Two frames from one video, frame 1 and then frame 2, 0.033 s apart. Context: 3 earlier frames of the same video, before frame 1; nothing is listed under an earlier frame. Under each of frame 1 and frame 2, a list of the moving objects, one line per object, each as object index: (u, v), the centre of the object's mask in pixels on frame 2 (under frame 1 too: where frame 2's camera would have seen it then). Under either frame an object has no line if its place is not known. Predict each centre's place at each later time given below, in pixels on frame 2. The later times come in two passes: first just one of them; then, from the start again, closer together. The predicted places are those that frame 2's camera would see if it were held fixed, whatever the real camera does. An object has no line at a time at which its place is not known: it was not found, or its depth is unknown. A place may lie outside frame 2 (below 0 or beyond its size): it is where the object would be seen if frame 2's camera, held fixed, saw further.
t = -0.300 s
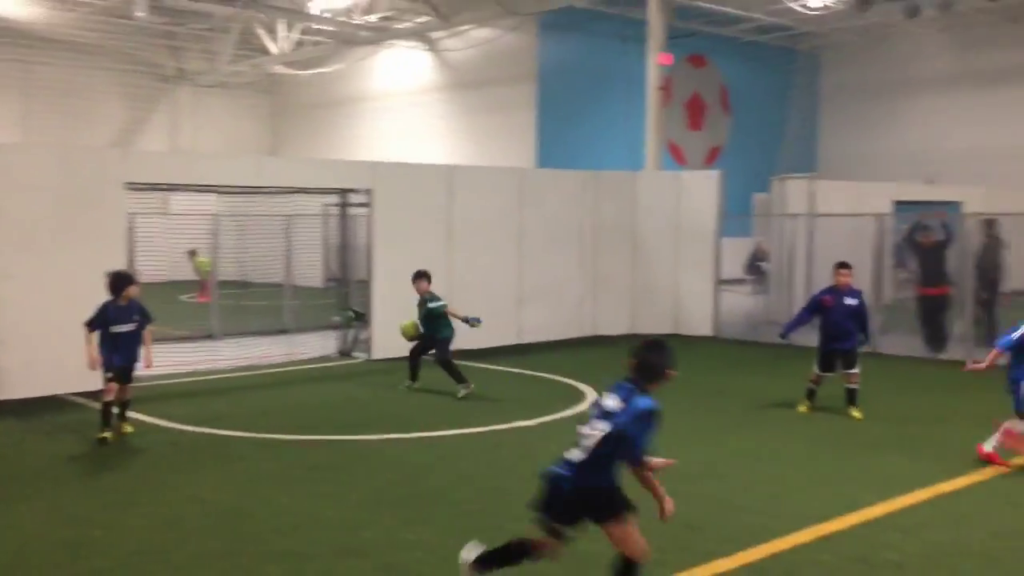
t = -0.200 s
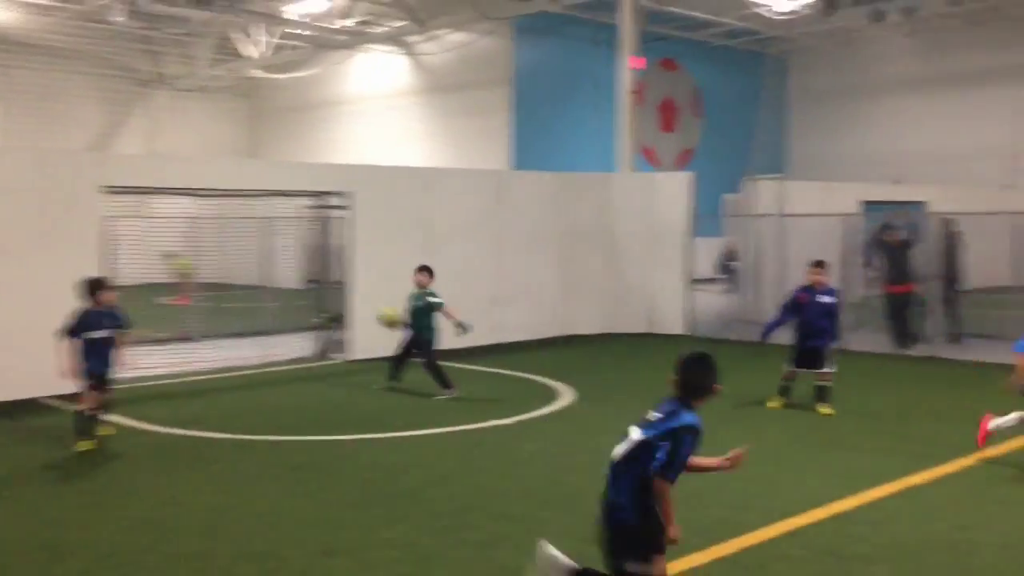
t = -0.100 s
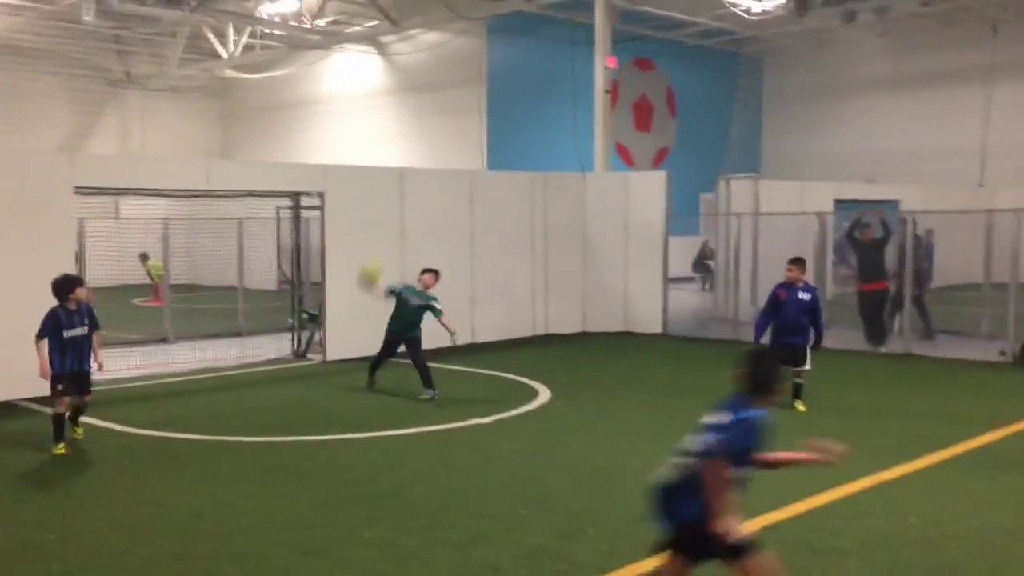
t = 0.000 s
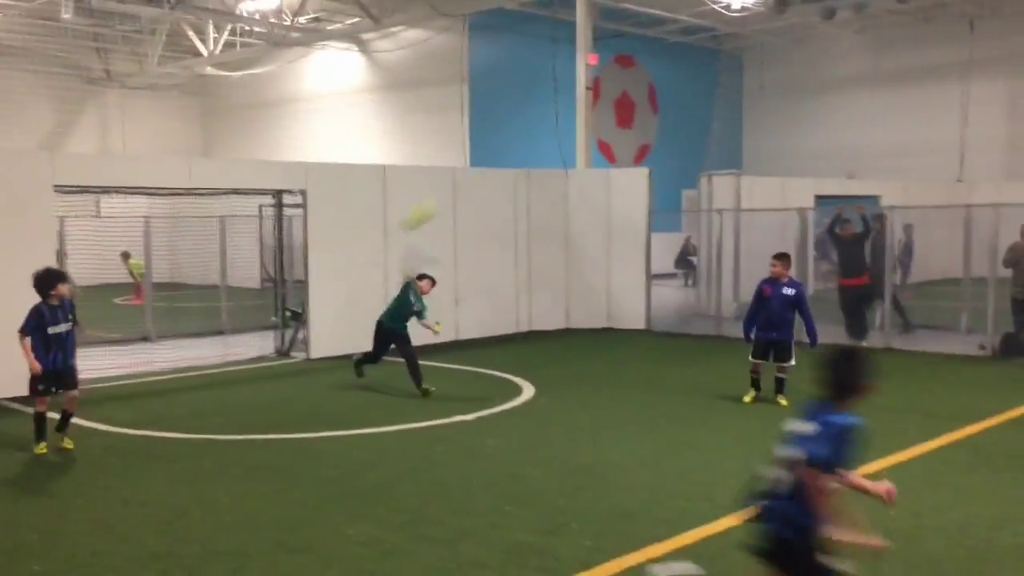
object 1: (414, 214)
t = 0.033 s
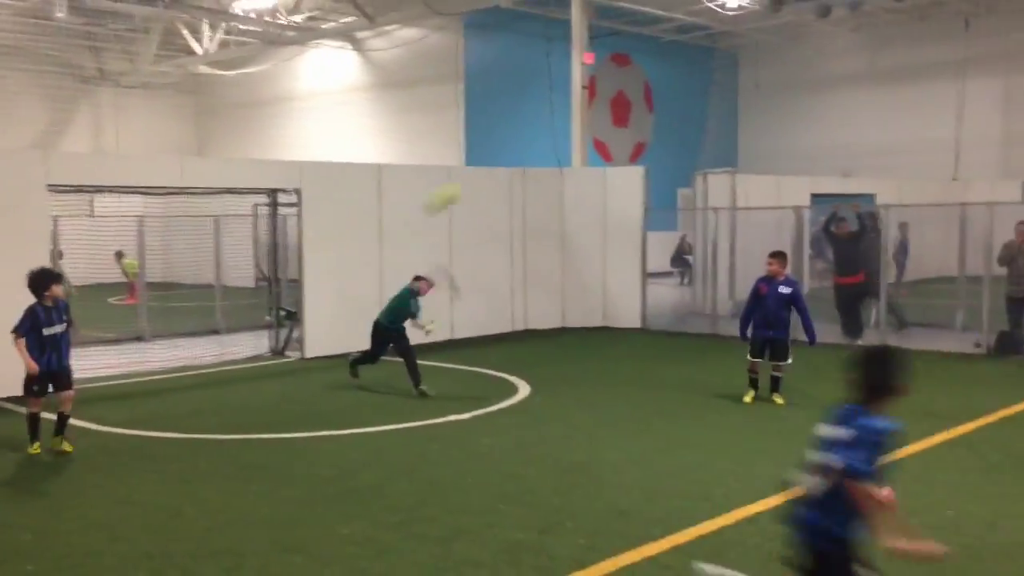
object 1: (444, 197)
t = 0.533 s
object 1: (1023, 18)
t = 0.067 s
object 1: (474, 181)
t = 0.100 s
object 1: (506, 165)
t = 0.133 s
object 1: (537, 146)
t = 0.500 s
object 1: (972, 25)
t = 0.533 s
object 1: (1023, 18)
